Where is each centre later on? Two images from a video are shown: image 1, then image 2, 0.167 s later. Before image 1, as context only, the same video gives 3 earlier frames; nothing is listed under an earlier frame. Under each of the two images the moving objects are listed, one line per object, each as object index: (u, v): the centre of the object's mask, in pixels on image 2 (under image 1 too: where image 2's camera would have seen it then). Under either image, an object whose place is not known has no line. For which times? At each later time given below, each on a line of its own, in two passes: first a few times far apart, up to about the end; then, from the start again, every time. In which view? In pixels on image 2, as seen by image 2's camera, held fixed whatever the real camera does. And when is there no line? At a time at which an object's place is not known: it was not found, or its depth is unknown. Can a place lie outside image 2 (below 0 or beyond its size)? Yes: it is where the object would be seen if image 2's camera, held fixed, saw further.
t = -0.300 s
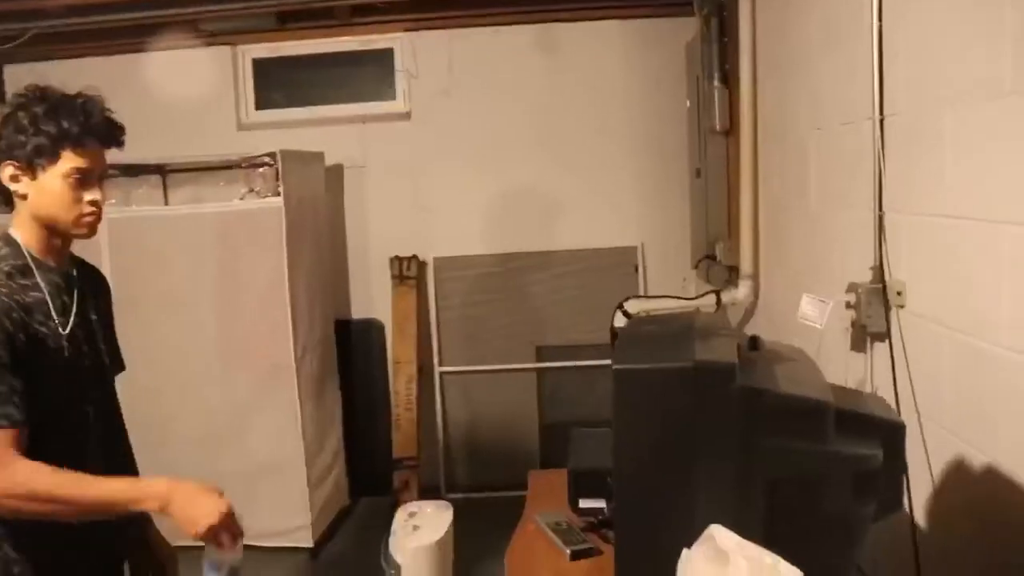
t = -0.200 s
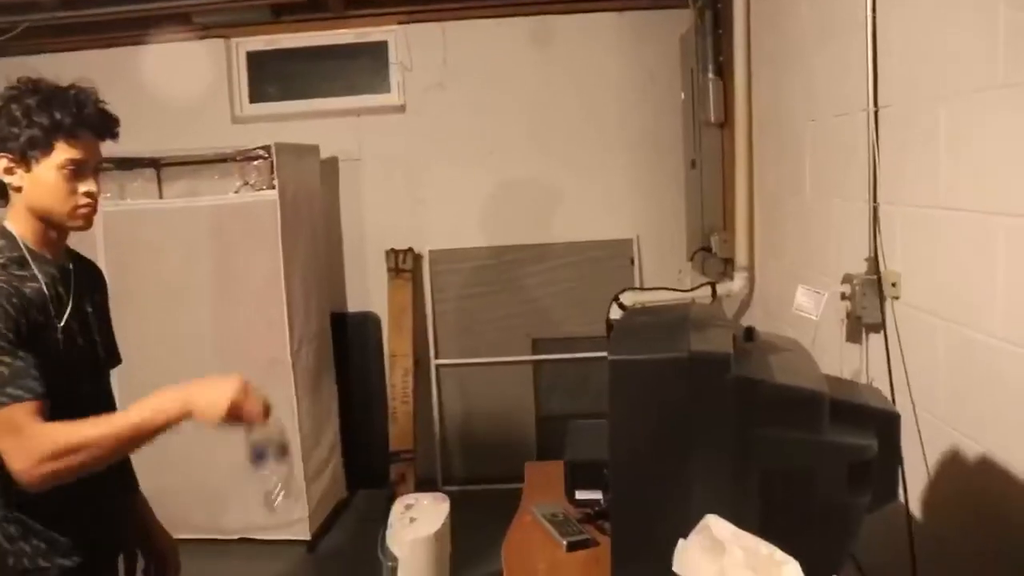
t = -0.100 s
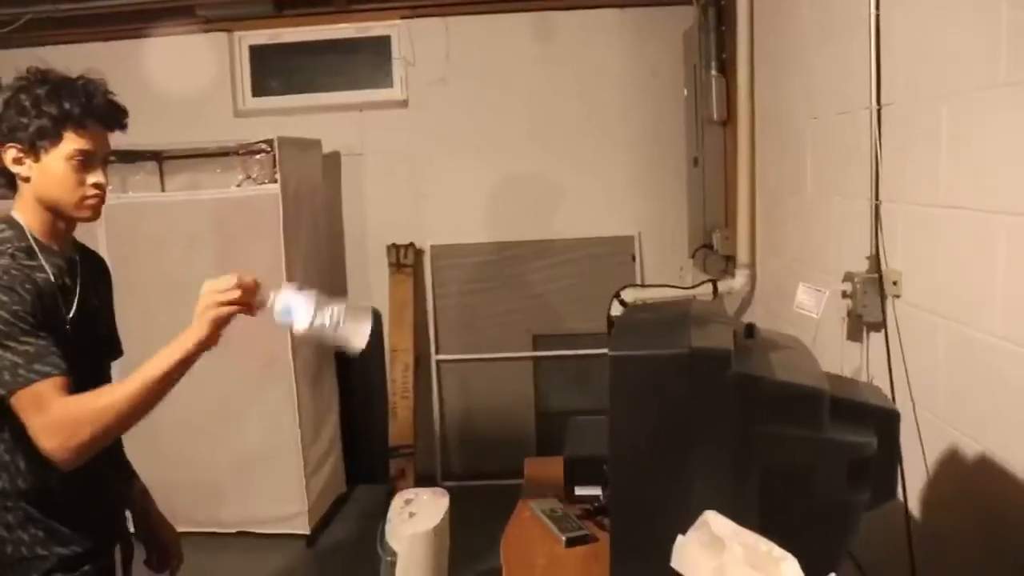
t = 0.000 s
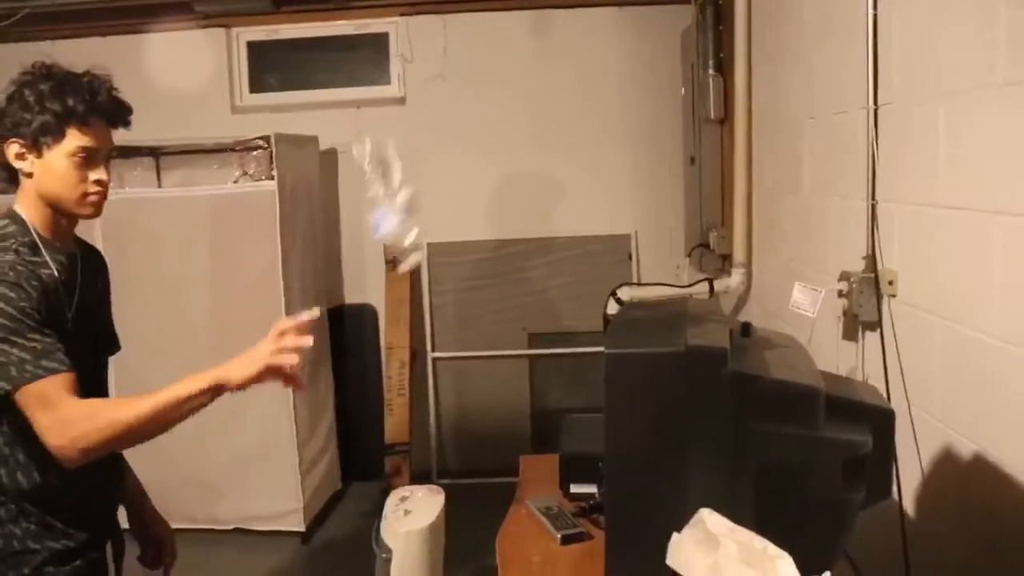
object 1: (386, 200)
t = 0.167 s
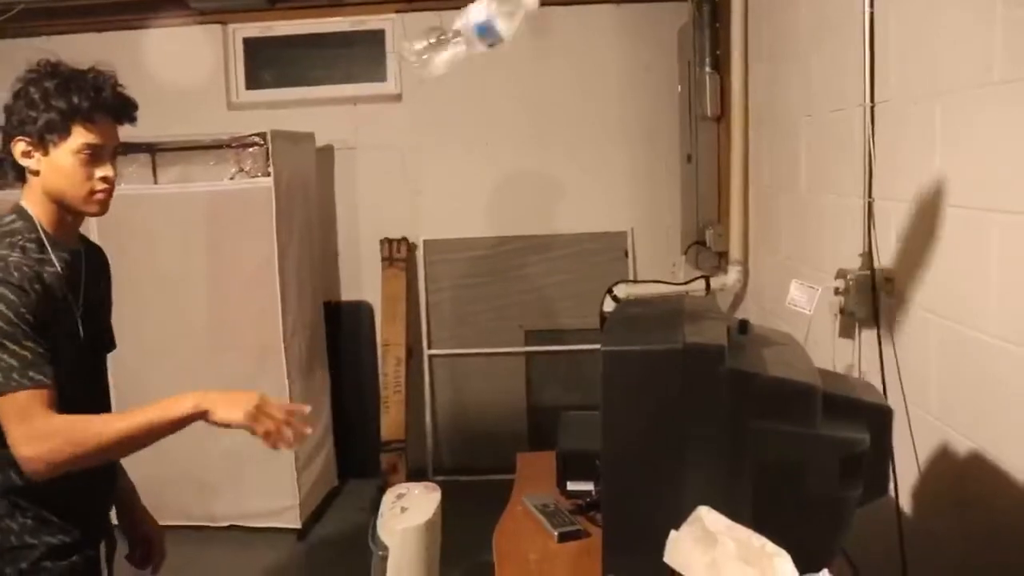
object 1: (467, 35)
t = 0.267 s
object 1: (519, 49)
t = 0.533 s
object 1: (620, 256)
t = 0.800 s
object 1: (614, 289)
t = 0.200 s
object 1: (479, 36)
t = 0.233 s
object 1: (497, 40)
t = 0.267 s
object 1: (519, 49)
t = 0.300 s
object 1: (540, 62)
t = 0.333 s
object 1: (560, 87)
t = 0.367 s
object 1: (579, 126)
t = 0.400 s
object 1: (600, 172)
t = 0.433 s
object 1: (619, 229)
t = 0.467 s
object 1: (627, 246)
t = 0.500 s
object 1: (624, 250)
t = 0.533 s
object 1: (620, 256)
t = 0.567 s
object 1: (617, 269)
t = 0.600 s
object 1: (614, 287)
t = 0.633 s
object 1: (615, 288)
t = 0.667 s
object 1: (613, 290)
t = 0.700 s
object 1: (614, 289)
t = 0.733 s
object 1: (614, 289)
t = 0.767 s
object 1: (614, 289)
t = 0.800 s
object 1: (614, 289)
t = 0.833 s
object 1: (613, 289)
